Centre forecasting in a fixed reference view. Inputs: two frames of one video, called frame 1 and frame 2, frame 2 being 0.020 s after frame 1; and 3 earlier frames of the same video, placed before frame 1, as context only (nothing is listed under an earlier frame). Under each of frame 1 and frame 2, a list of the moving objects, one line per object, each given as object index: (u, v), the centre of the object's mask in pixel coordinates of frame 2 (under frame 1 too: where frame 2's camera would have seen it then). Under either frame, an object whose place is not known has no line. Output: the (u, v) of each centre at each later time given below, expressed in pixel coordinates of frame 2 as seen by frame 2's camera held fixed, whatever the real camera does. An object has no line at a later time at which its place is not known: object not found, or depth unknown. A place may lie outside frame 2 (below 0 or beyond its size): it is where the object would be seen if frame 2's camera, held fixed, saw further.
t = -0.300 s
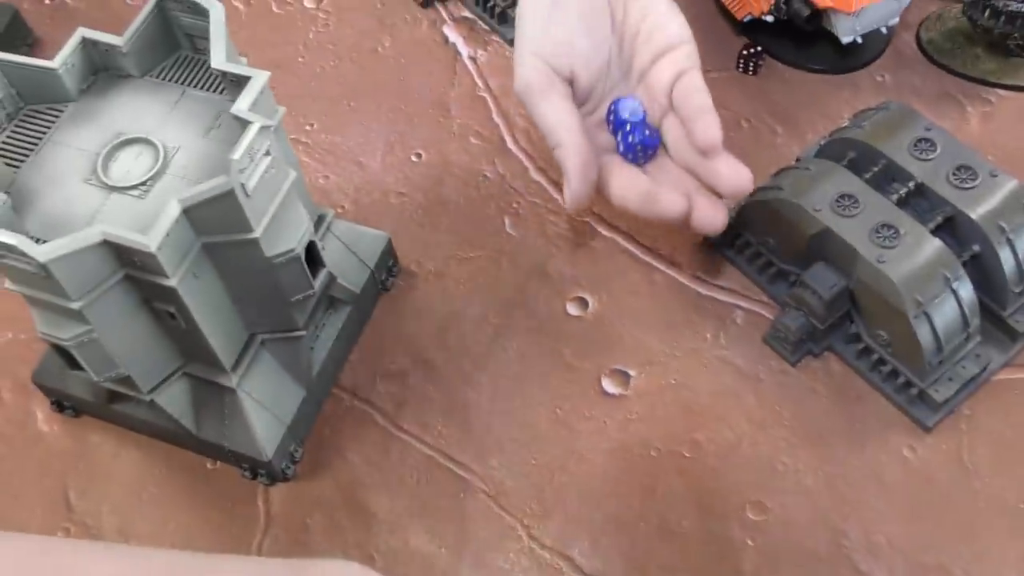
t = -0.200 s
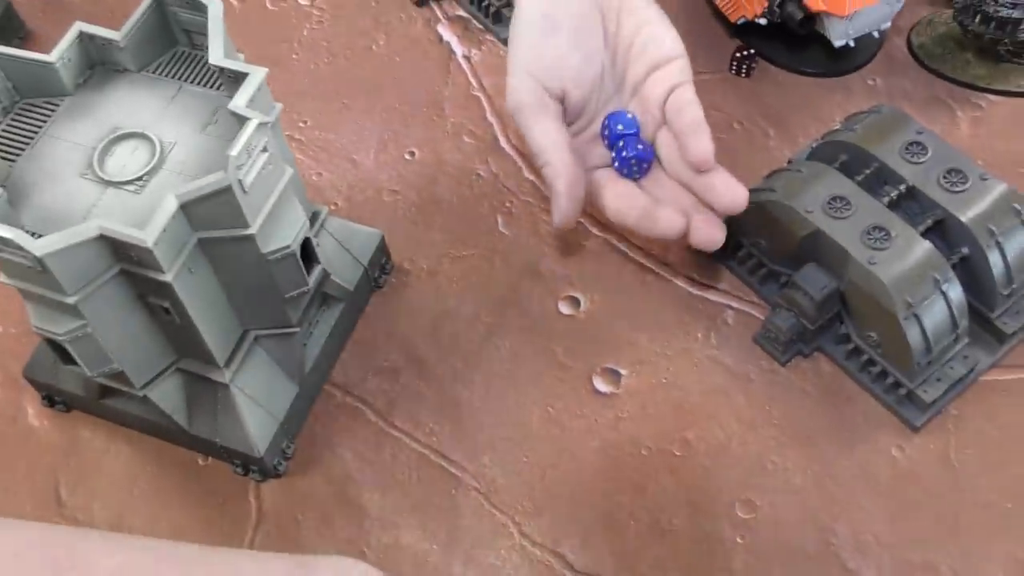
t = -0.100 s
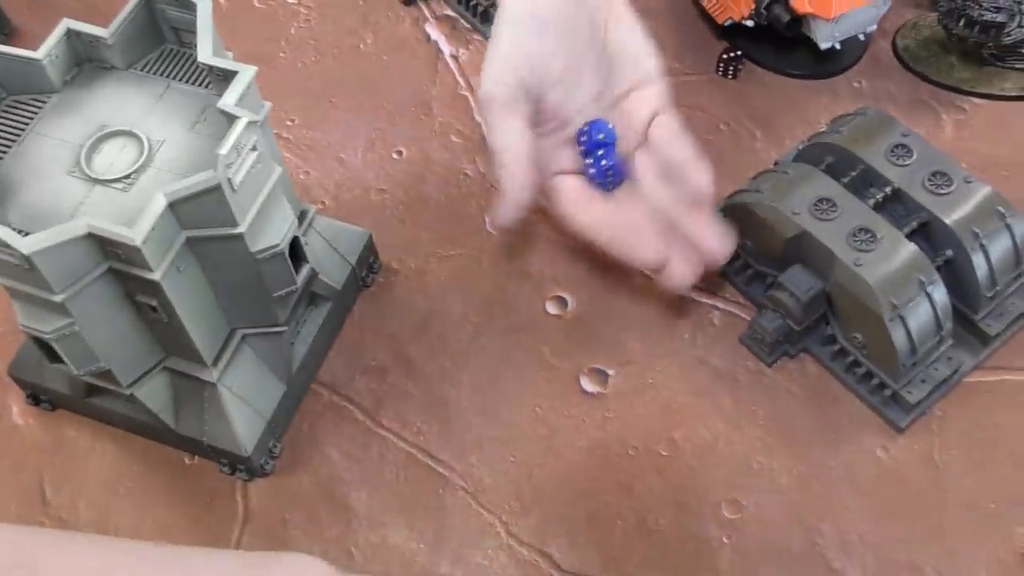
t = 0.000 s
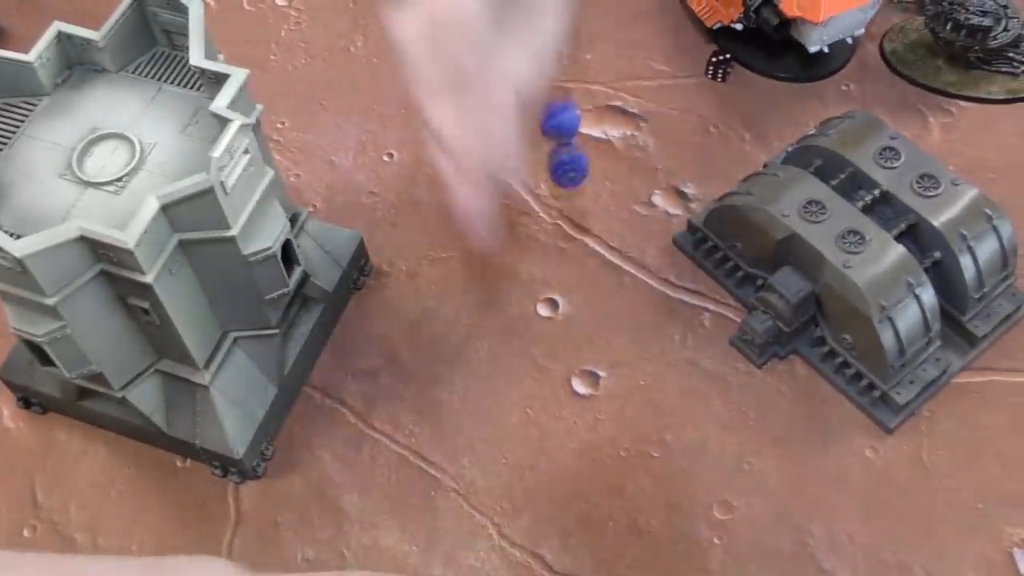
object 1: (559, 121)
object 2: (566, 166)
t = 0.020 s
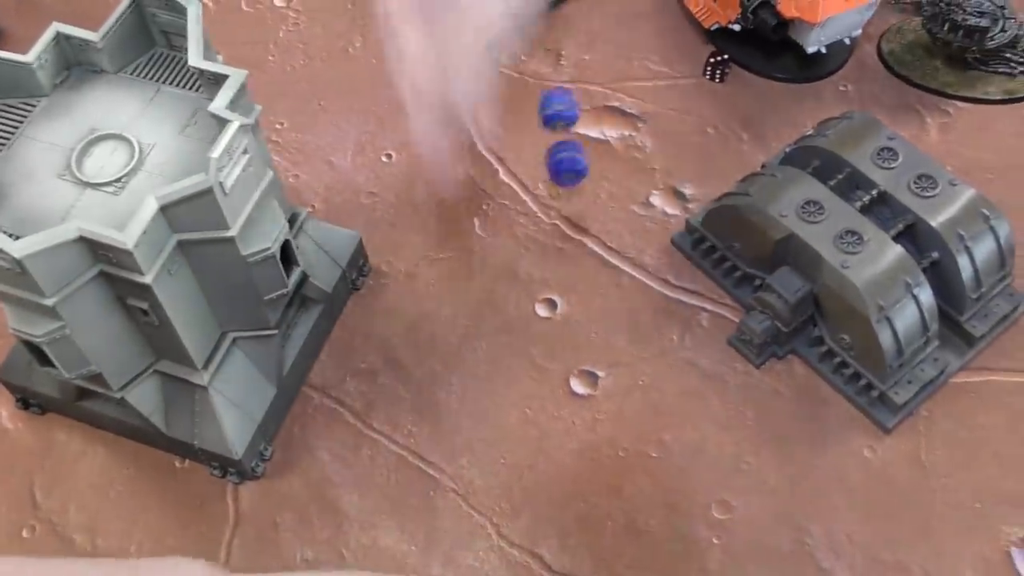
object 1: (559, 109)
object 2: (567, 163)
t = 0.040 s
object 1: (559, 102)
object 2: (568, 165)
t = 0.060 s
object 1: (560, 101)
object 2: (568, 173)
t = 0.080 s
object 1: (560, 105)
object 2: (570, 184)
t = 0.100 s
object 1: (561, 114)
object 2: (572, 204)
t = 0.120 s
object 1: (562, 131)
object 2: (573, 228)
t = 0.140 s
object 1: (564, 152)
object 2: (574, 254)
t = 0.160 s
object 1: (565, 178)
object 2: (576, 293)
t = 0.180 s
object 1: (567, 213)
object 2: (578, 328)
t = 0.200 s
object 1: (568, 249)
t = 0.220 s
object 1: (570, 283)
